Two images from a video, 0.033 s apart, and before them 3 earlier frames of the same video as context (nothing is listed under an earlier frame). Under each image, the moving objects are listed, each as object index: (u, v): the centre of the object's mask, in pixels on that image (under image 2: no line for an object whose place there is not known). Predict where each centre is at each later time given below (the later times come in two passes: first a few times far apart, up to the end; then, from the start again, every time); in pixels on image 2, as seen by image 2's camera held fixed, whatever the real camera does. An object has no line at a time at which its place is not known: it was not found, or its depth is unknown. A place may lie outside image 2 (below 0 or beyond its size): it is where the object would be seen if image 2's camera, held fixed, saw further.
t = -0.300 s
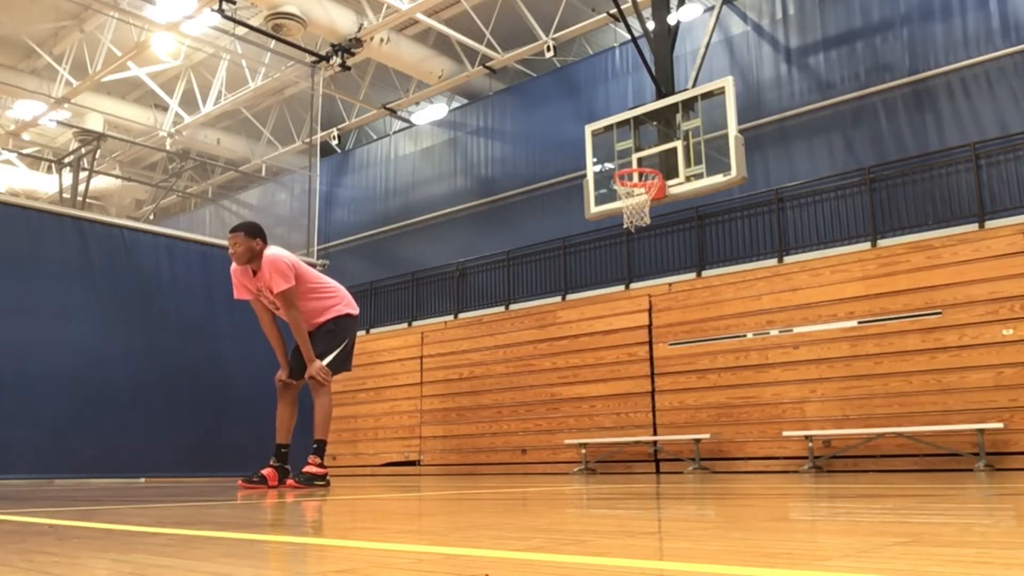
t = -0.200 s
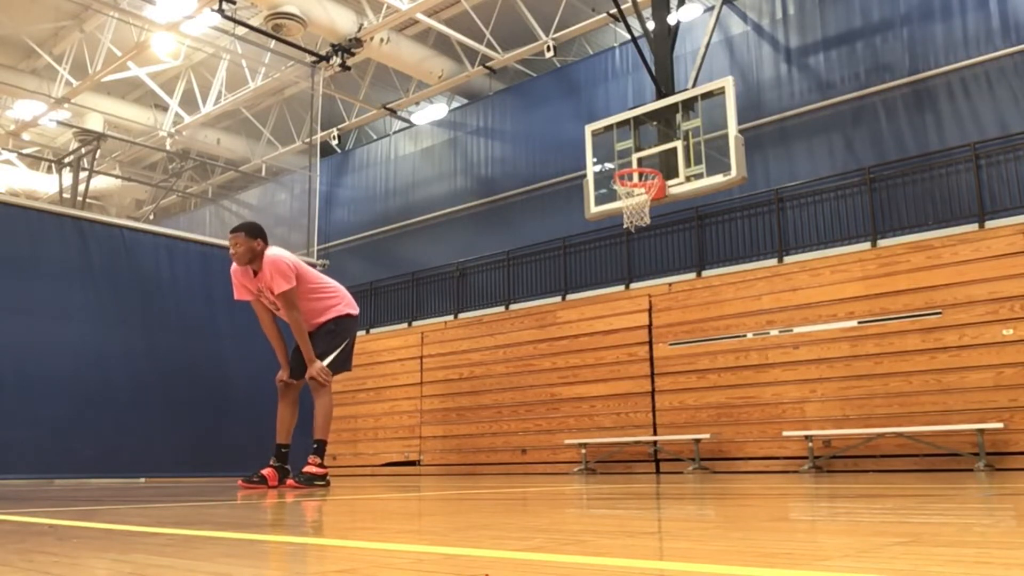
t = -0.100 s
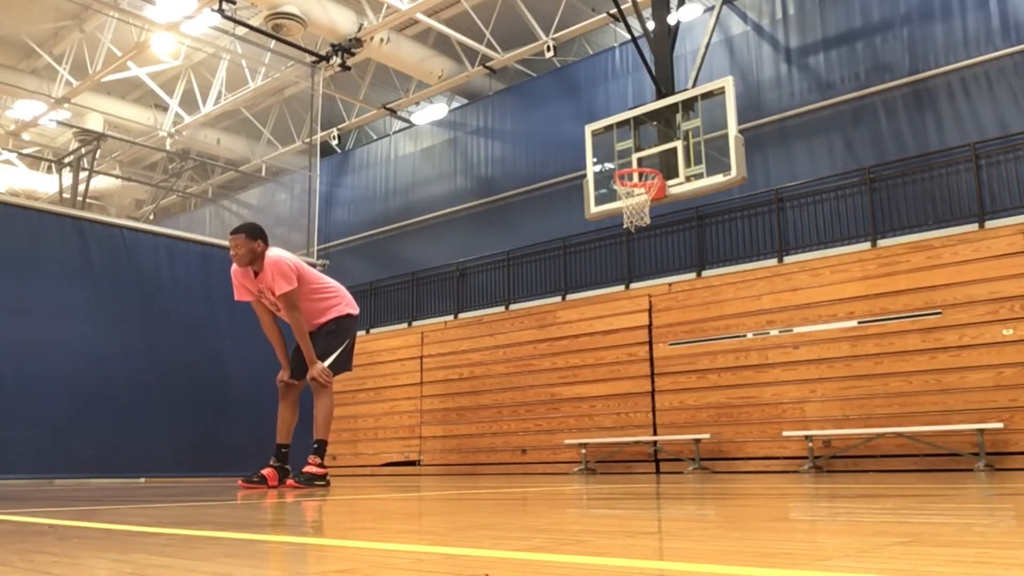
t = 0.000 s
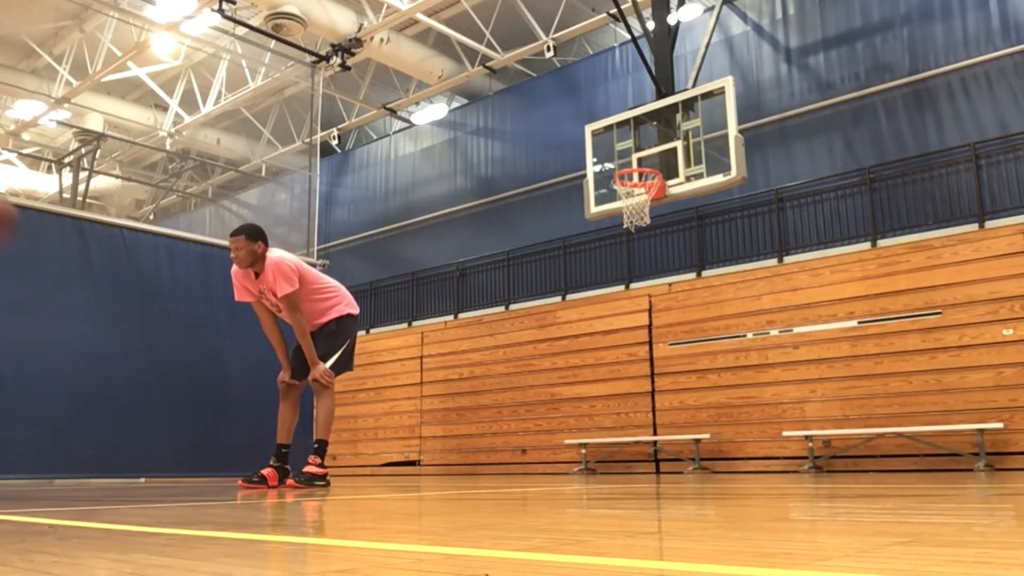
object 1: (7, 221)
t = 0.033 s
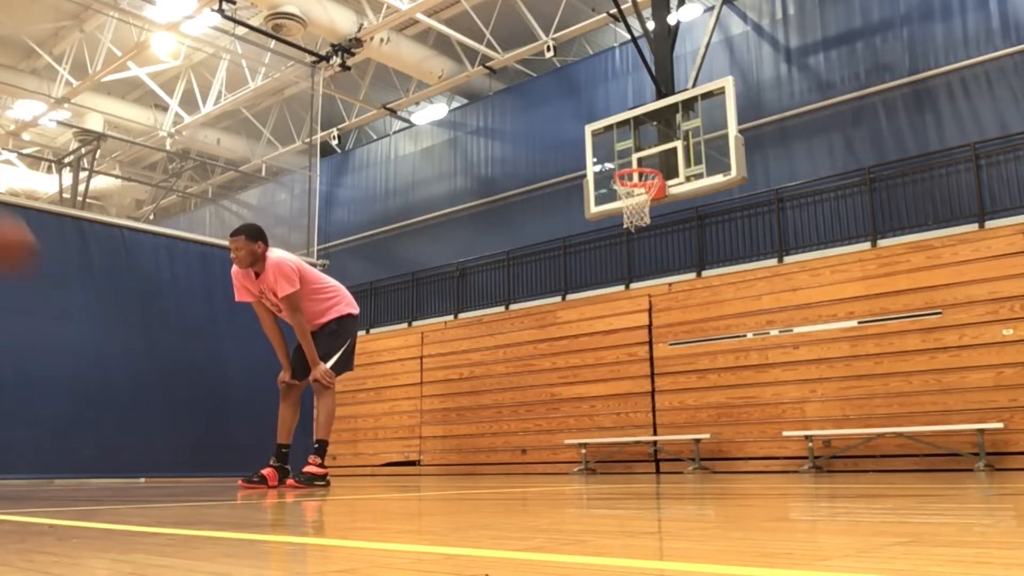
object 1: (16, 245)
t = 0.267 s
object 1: (134, 451)
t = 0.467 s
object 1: (196, 314)
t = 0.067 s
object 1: (27, 274)
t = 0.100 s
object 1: (46, 307)
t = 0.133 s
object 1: (65, 341)
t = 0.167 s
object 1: (84, 377)
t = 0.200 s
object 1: (102, 414)
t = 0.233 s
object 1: (120, 450)
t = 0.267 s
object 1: (134, 451)
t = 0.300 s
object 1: (146, 423)
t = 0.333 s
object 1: (156, 397)
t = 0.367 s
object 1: (167, 372)
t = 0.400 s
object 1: (177, 350)
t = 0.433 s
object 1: (186, 331)
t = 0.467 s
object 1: (196, 314)
